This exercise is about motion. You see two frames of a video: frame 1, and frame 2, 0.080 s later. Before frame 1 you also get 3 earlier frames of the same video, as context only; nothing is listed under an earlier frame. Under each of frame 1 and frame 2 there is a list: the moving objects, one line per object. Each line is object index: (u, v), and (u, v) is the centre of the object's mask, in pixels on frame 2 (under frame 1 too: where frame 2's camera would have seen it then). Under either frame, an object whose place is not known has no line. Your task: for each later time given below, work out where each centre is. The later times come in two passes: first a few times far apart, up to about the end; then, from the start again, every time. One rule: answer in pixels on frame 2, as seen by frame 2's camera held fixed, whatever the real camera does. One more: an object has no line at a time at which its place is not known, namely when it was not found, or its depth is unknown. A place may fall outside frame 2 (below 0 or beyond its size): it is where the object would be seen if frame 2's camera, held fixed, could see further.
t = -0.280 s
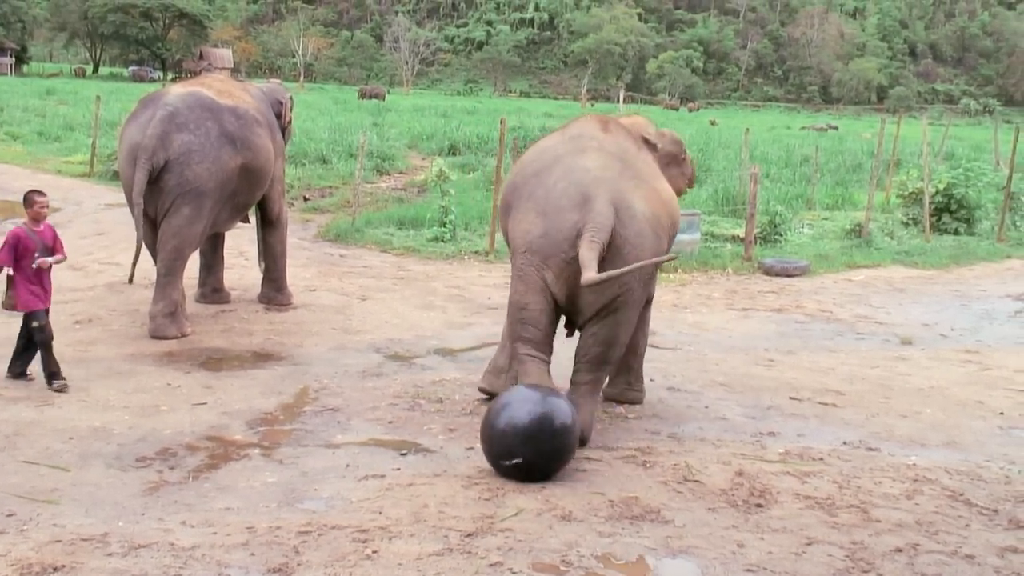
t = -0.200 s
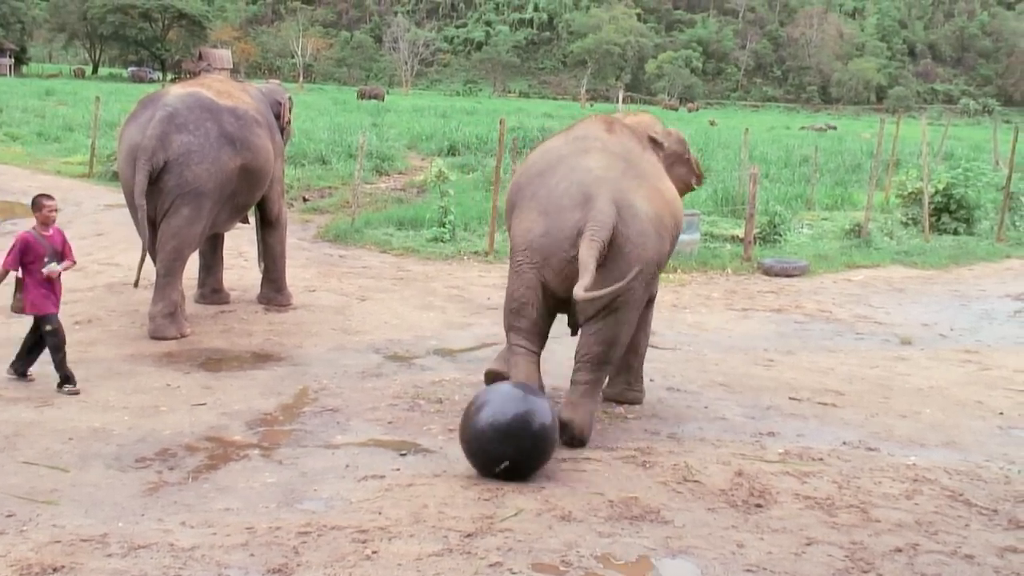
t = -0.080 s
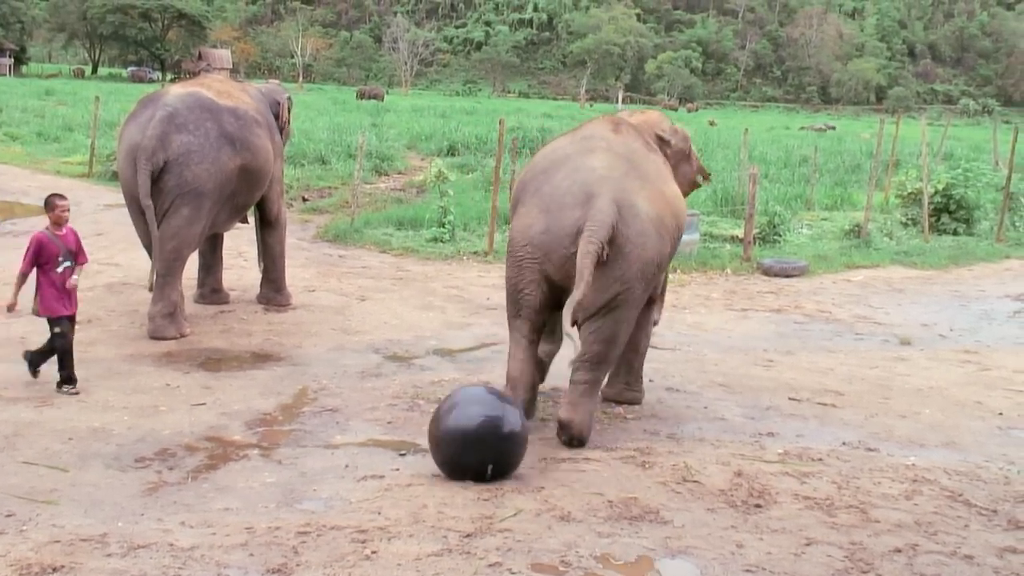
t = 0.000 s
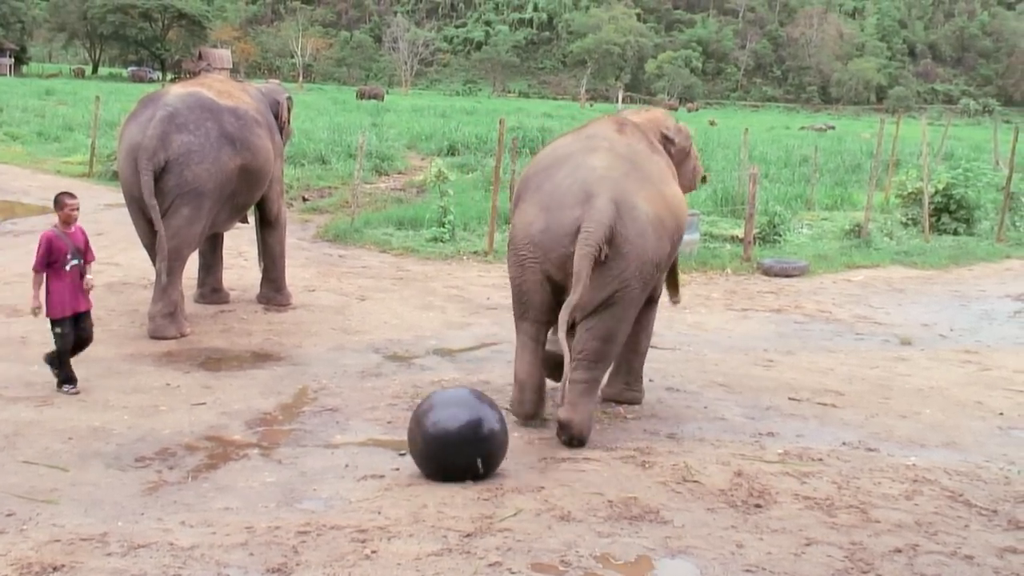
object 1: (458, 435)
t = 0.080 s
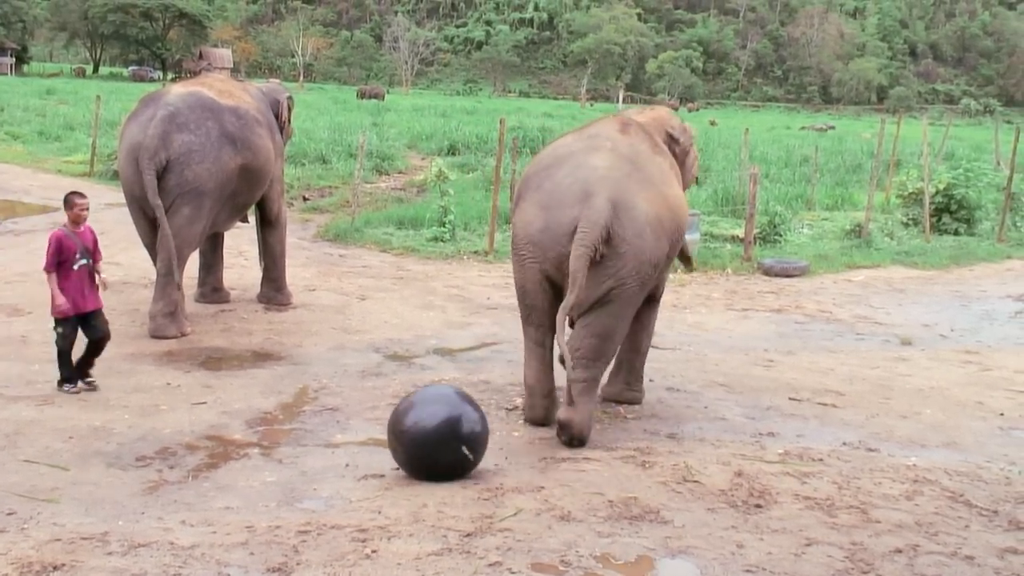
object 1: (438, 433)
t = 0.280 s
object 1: (388, 435)
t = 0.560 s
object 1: (319, 431)
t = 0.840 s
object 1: (251, 427)
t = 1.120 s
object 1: (187, 422)
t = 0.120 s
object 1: (427, 432)
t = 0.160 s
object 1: (418, 433)
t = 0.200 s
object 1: (408, 434)
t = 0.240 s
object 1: (398, 434)
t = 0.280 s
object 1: (388, 435)
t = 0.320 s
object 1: (378, 434)
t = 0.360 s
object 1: (369, 432)
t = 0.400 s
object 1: (359, 431)
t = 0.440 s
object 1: (349, 430)
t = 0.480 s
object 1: (339, 430)
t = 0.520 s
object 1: (329, 430)
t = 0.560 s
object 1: (319, 431)
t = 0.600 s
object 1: (310, 432)
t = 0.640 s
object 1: (300, 431)
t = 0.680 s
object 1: (290, 430)
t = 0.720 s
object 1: (280, 429)
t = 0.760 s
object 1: (270, 428)
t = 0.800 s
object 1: (261, 427)
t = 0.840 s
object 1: (251, 427)
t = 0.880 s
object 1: (242, 427)
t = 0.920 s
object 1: (232, 426)
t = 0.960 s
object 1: (223, 426)
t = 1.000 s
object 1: (214, 425)
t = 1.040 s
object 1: (205, 424)
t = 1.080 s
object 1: (196, 423)
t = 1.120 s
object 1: (187, 422)
